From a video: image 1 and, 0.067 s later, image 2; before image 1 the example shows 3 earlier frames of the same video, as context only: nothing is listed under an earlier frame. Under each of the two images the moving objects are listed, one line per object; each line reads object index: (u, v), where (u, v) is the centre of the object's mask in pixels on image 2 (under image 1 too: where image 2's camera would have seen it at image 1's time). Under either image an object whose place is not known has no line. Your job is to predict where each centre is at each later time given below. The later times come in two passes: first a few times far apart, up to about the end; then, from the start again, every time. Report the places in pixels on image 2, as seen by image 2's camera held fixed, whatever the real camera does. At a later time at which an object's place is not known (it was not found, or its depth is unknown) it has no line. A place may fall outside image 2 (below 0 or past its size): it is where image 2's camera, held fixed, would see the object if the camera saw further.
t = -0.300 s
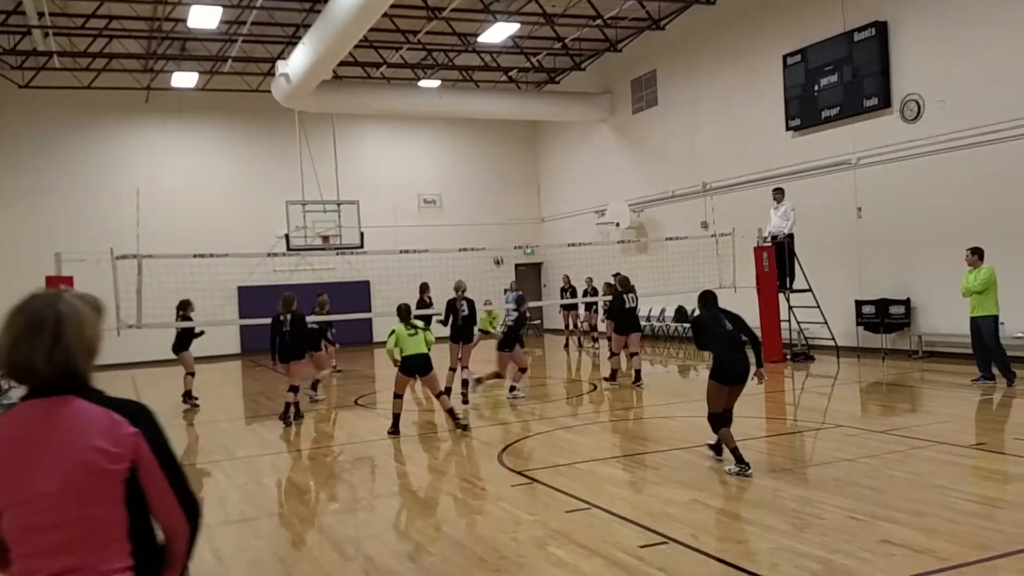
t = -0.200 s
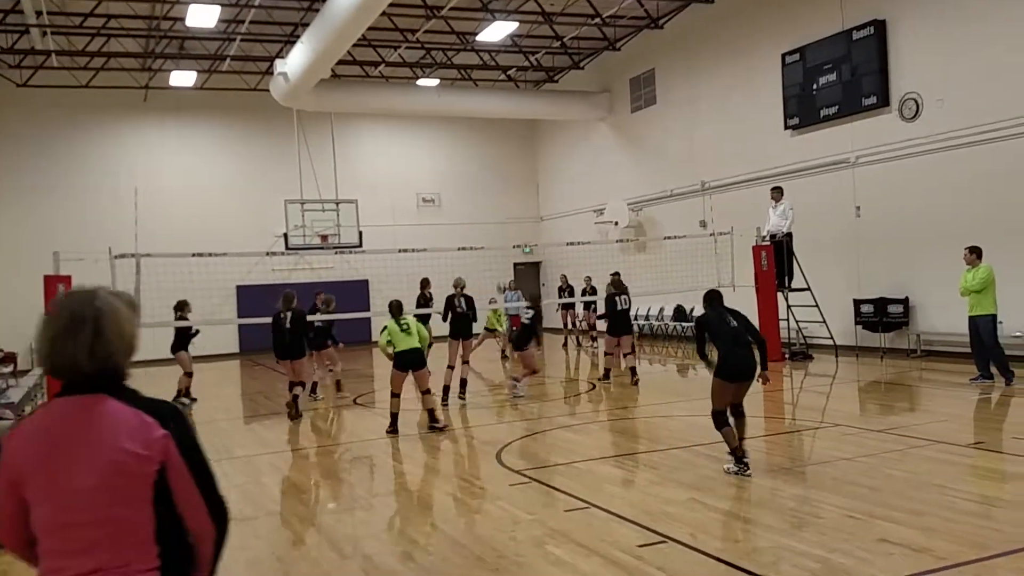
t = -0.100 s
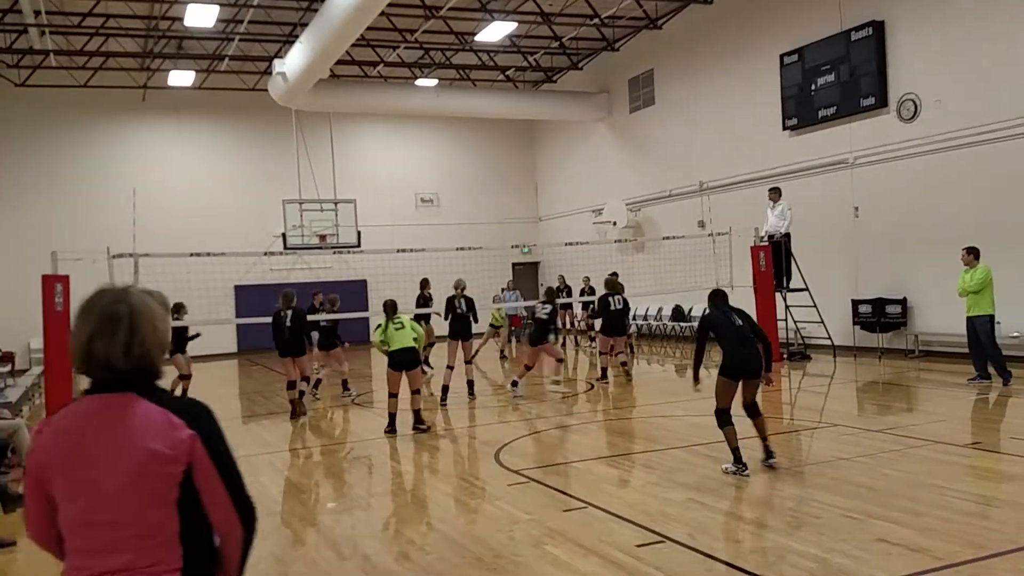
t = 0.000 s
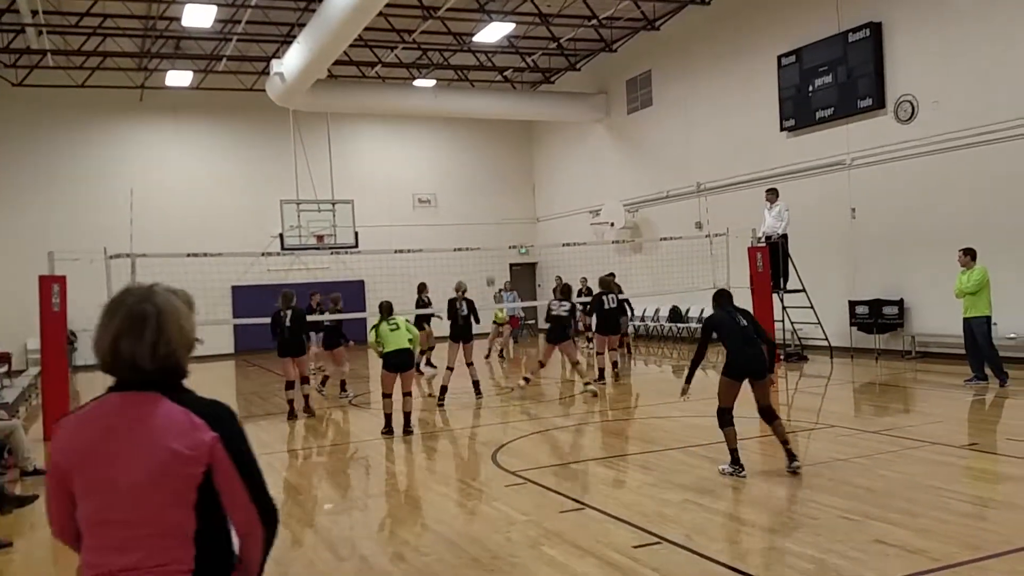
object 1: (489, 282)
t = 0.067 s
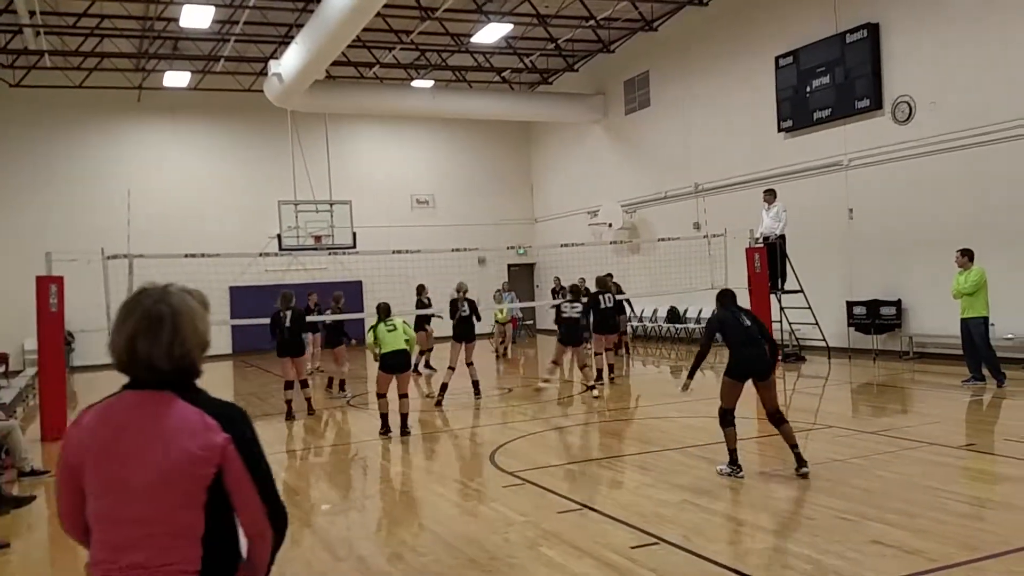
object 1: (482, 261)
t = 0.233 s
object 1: (463, 214)
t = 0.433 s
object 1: (441, 175)
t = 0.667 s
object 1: (415, 154)
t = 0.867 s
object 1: (392, 158)
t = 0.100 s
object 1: (478, 253)
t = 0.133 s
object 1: (474, 241)
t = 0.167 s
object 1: (471, 231)
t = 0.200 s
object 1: (467, 223)
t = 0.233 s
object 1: (463, 214)
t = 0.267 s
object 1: (460, 207)
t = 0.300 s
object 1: (456, 200)
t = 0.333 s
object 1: (452, 193)
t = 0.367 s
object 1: (449, 186)
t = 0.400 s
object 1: (445, 180)
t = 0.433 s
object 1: (441, 175)
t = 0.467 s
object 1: (438, 170)
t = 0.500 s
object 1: (433, 166)
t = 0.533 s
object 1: (430, 162)
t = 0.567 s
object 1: (426, 160)
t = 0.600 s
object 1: (422, 157)
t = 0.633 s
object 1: (418, 155)
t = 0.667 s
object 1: (415, 154)
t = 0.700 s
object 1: (411, 153)
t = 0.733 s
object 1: (407, 153)
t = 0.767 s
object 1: (403, 153)
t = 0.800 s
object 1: (399, 154)
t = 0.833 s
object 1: (396, 156)
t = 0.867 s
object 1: (392, 158)
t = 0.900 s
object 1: (388, 161)
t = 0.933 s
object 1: (384, 165)
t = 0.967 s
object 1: (381, 169)
